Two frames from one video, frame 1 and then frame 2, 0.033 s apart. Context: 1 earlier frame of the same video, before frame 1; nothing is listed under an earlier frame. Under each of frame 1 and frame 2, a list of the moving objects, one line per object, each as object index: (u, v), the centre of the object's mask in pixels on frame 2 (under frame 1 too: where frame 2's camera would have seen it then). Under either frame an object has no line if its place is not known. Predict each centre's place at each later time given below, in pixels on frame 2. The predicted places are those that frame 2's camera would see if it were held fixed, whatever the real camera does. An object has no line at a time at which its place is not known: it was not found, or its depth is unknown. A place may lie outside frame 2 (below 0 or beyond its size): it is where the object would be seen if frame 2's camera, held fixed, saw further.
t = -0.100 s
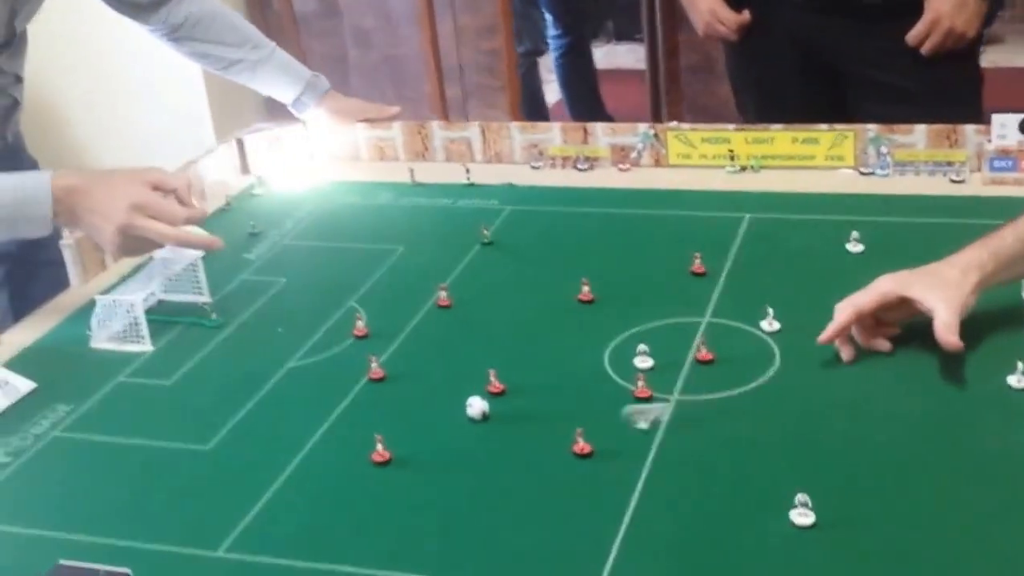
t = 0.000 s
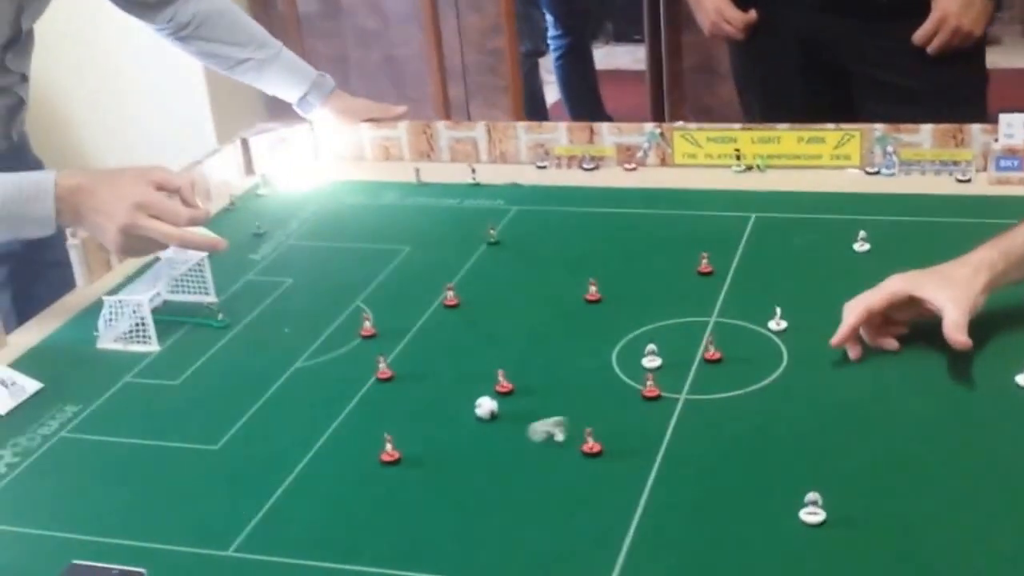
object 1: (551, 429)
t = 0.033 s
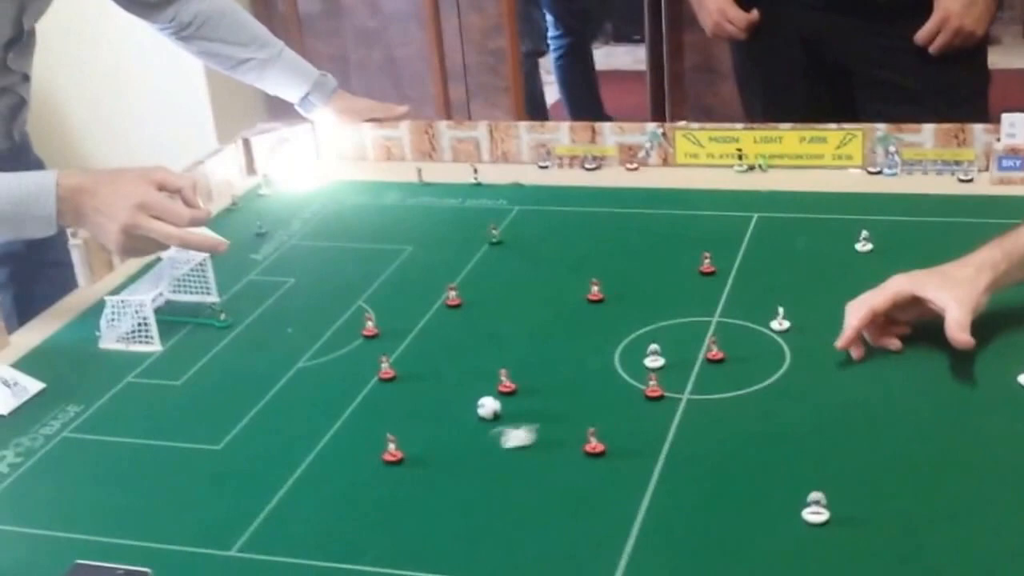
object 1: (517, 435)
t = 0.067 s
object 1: (484, 441)
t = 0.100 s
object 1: (453, 446)
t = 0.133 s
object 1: (420, 444)
